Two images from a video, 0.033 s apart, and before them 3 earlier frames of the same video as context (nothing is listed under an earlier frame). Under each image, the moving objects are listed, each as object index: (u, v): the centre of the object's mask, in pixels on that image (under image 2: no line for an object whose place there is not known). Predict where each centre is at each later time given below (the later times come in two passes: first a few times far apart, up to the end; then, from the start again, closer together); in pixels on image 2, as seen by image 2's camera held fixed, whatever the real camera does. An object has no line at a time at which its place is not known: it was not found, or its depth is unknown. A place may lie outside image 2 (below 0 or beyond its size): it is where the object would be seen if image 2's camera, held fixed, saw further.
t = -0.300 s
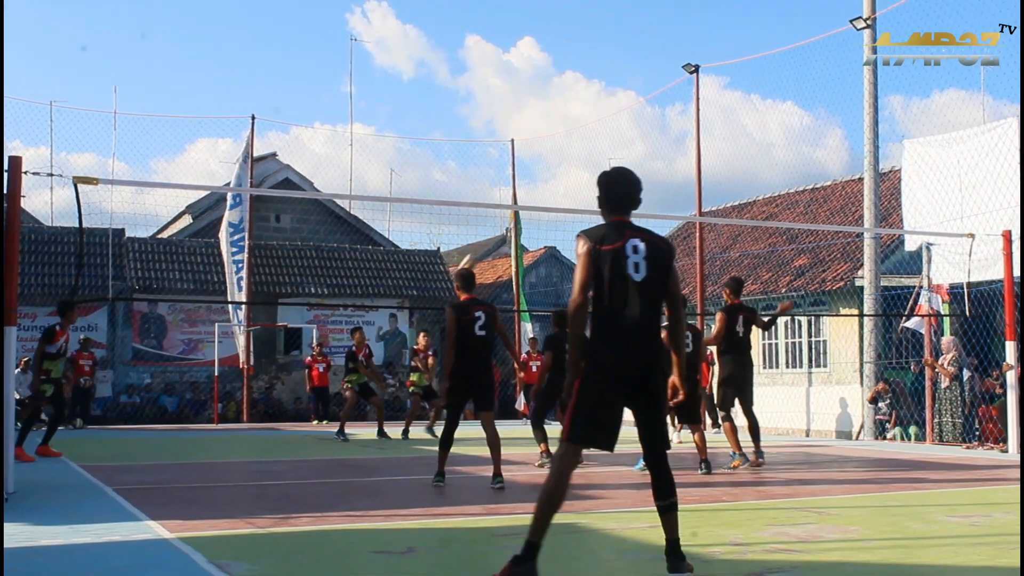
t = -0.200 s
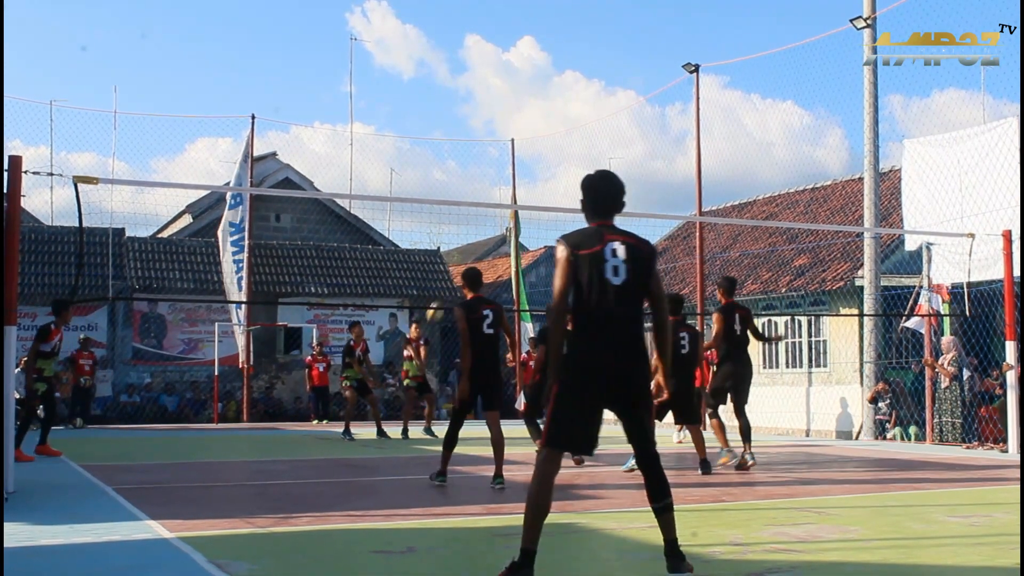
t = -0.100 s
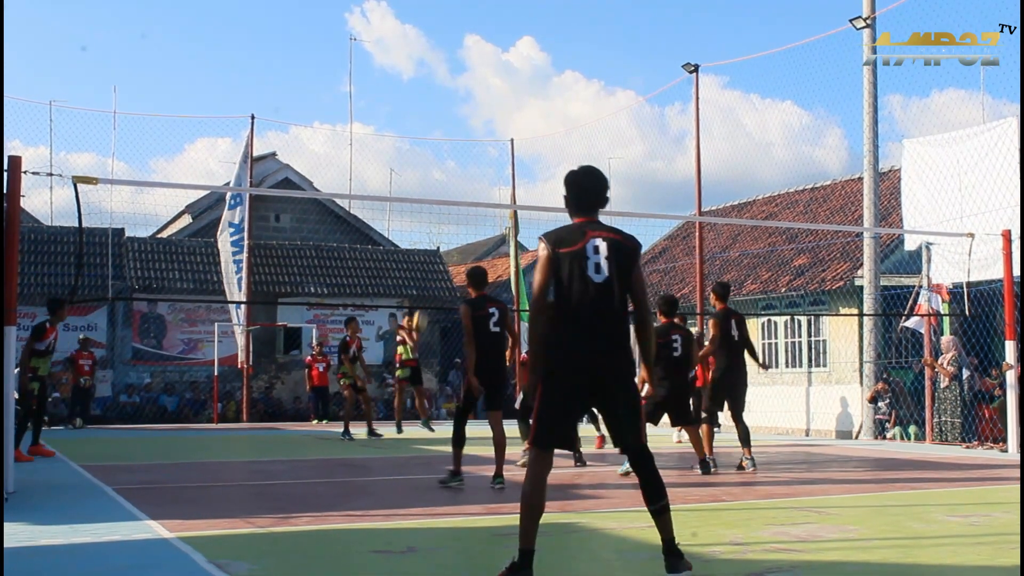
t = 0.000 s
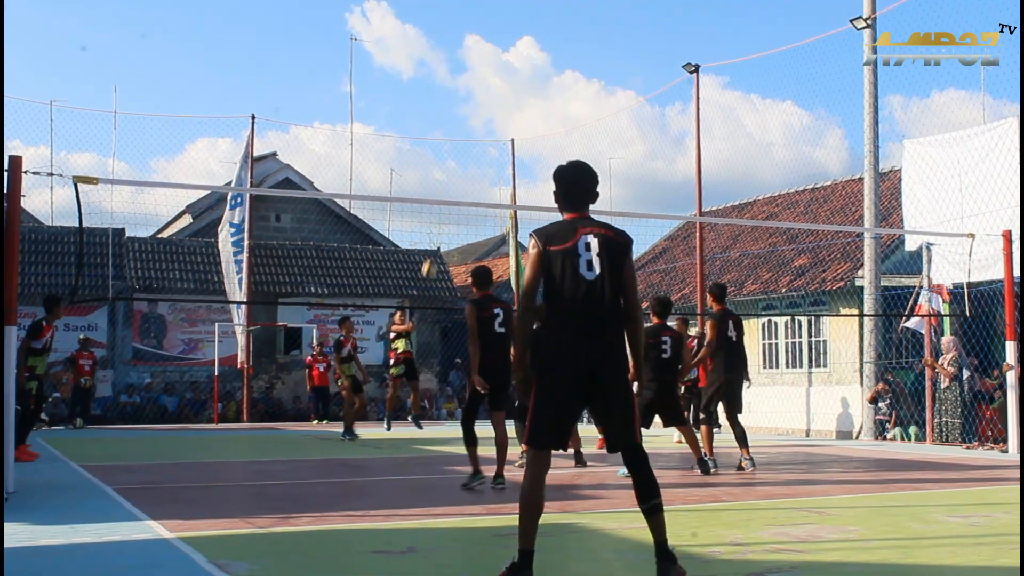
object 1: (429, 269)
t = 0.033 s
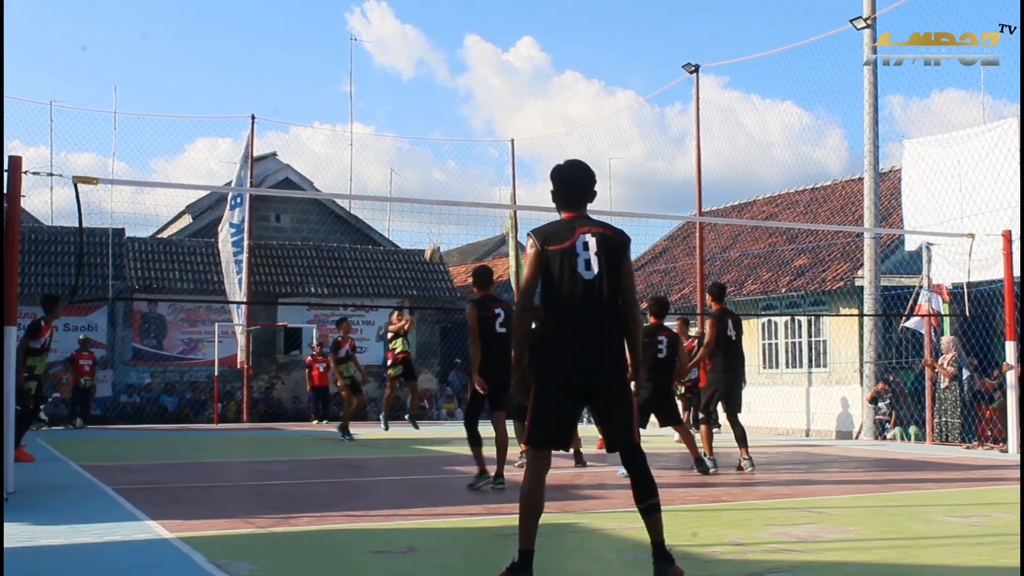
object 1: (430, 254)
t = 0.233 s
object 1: (451, 170)
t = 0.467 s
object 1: (474, 107)
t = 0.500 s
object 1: (478, 101)
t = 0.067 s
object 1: (435, 238)
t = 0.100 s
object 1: (438, 222)
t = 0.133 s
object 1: (441, 210)
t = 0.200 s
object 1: (447, 182)
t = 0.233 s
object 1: (451, 170)
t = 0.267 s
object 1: (454, 159)
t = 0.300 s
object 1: (457, 149)
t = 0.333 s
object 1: (461, 139)
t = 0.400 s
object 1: (467, 122)
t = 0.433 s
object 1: (471, 114)
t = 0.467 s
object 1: (474, 107)
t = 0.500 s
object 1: (478, 101)
